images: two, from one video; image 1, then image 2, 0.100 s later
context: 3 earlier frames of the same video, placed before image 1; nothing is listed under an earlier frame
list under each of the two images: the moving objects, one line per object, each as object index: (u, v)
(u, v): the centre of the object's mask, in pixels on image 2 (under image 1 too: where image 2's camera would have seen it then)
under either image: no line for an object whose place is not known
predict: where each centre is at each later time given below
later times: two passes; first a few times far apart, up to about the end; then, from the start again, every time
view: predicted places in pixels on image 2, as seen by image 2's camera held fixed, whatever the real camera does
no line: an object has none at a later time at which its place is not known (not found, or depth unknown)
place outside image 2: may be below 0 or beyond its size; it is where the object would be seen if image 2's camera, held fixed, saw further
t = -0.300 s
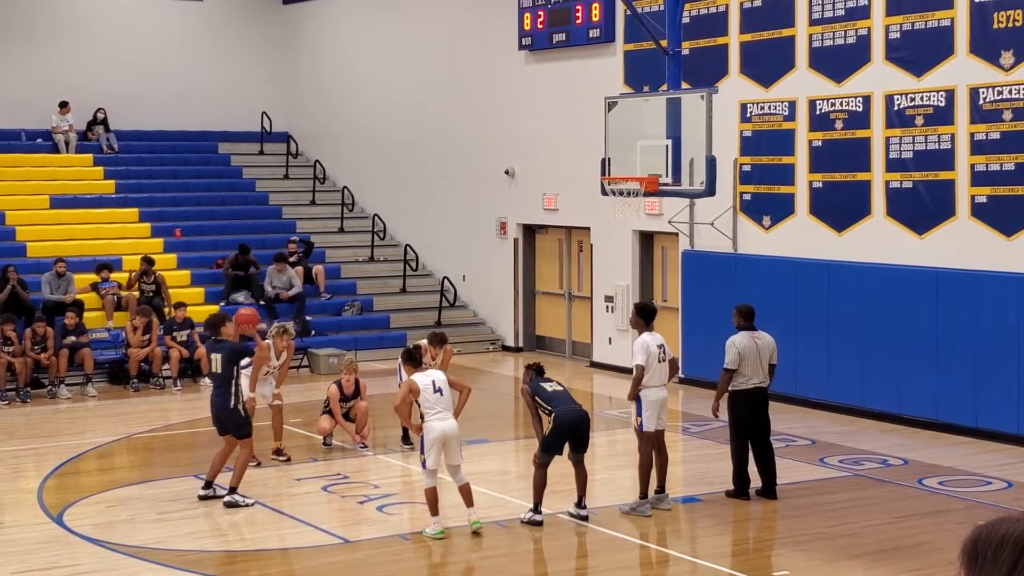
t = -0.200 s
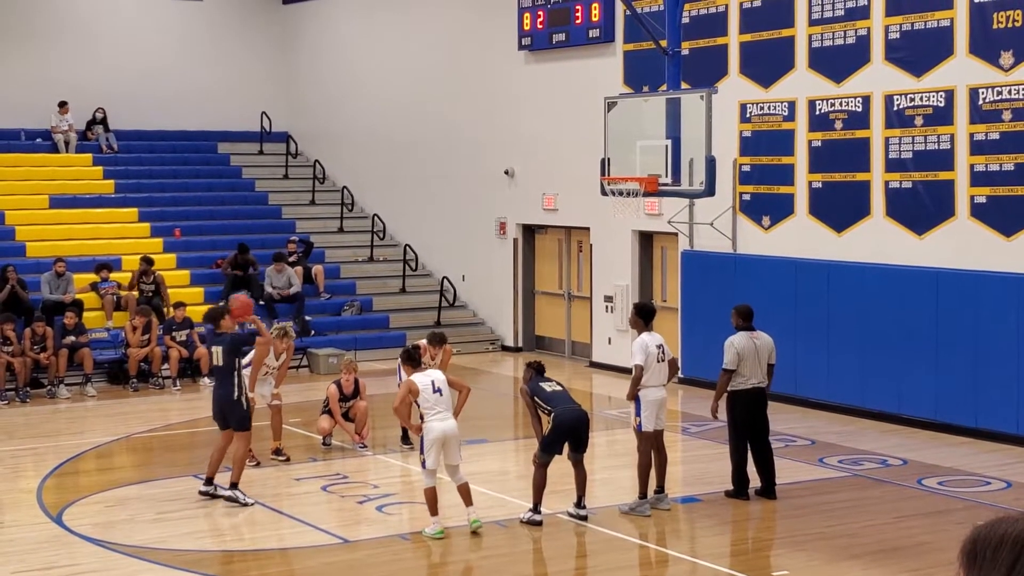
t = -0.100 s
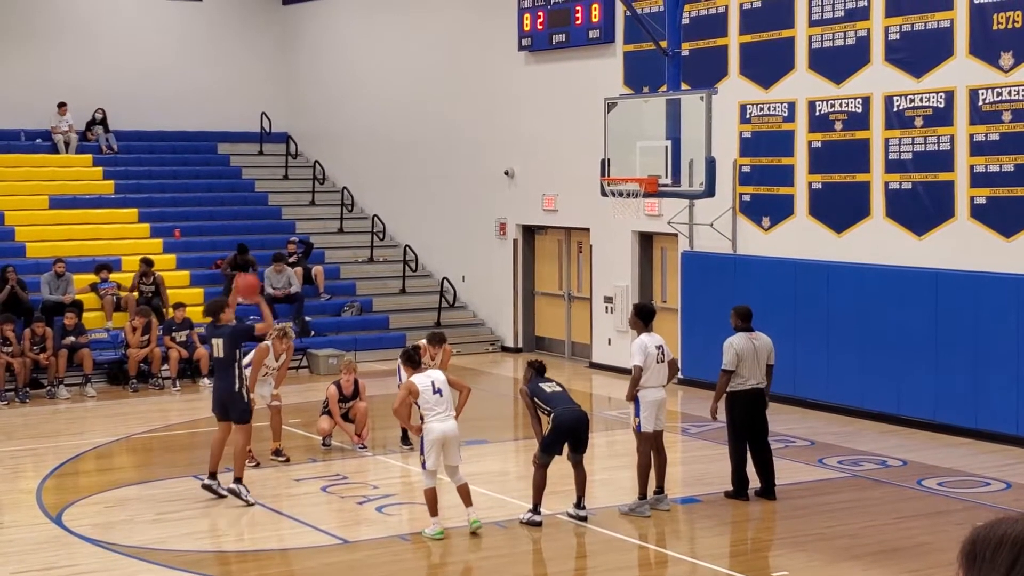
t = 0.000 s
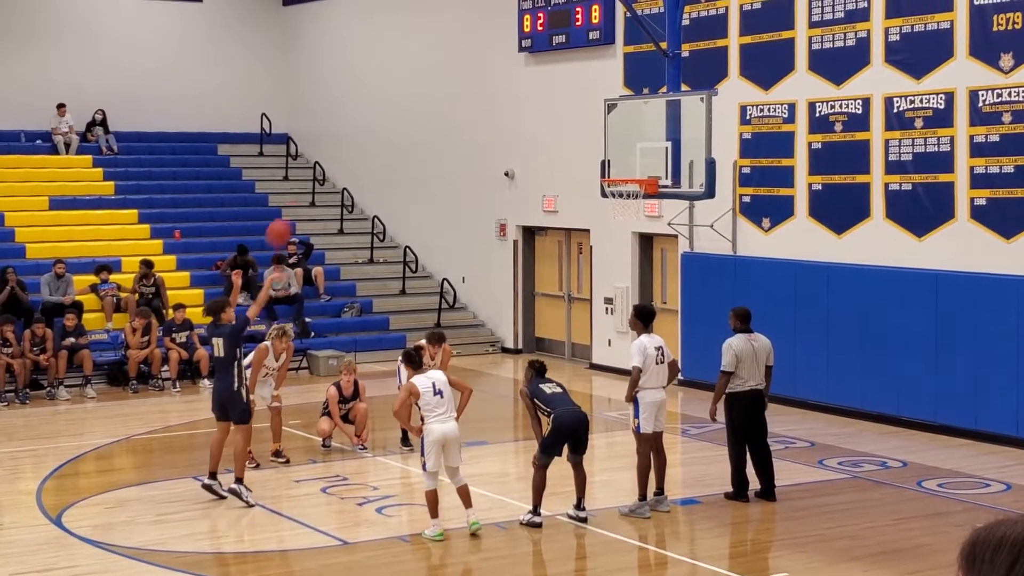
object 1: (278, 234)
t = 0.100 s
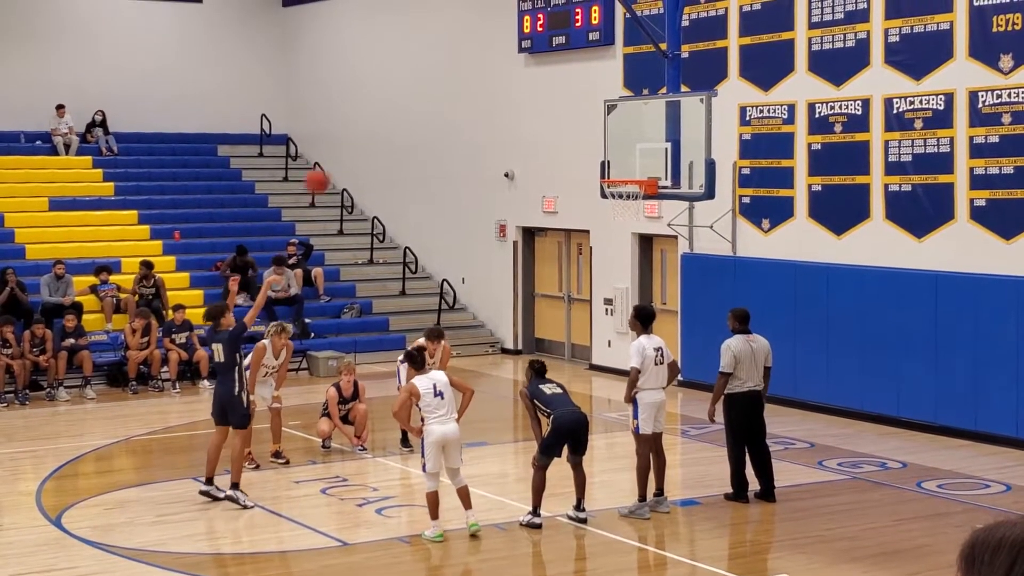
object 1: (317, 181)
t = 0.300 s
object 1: (391, 109)
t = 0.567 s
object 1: (485, 77)
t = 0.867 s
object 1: (583, 119)
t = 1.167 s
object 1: (596, 163)
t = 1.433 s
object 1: (518, 186)
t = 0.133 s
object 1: (330, 167)
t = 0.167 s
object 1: (342, 153)
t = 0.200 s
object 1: (354, 140)
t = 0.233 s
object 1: (367, 129)
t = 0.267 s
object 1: (379, 118)
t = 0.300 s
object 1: (391, 109)
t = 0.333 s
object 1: (403, 101)
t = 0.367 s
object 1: (415, 95)
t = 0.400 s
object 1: (427, 89)
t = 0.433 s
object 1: (439, 84)
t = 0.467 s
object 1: (450, 81)
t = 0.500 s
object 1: (462, 79)
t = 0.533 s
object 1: (473, 77)
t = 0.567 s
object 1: (485, 77)
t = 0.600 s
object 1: (496, 78)
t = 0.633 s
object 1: (507, 79)
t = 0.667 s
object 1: (519, 82)
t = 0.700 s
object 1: (530, 86)
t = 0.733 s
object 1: (540, 91)
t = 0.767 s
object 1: (551, 96)
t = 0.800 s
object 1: (562, 103)
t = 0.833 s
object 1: (573, 111)
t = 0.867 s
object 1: (583, 119)
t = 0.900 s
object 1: (593, 129)
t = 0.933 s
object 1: (604, 139)
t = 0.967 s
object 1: (615, 150)
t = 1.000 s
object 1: (624, 162)
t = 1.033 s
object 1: (633, 173)
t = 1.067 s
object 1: (625, 170)
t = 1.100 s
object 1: (615, 167)
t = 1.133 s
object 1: (606, 164)
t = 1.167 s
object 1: (596, 163)
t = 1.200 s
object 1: (587, 162)
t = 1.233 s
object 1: (577, 162)
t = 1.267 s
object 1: (567, 163)
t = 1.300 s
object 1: (558, 166)
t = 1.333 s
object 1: (548, 169)
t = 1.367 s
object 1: (538, 173)
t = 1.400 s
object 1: (528, 179)
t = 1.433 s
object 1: (518, 186)
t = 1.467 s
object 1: (508, 193)
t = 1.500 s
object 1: (498, 203)
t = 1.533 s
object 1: (487, 213)
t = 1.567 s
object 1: (477, 224)
